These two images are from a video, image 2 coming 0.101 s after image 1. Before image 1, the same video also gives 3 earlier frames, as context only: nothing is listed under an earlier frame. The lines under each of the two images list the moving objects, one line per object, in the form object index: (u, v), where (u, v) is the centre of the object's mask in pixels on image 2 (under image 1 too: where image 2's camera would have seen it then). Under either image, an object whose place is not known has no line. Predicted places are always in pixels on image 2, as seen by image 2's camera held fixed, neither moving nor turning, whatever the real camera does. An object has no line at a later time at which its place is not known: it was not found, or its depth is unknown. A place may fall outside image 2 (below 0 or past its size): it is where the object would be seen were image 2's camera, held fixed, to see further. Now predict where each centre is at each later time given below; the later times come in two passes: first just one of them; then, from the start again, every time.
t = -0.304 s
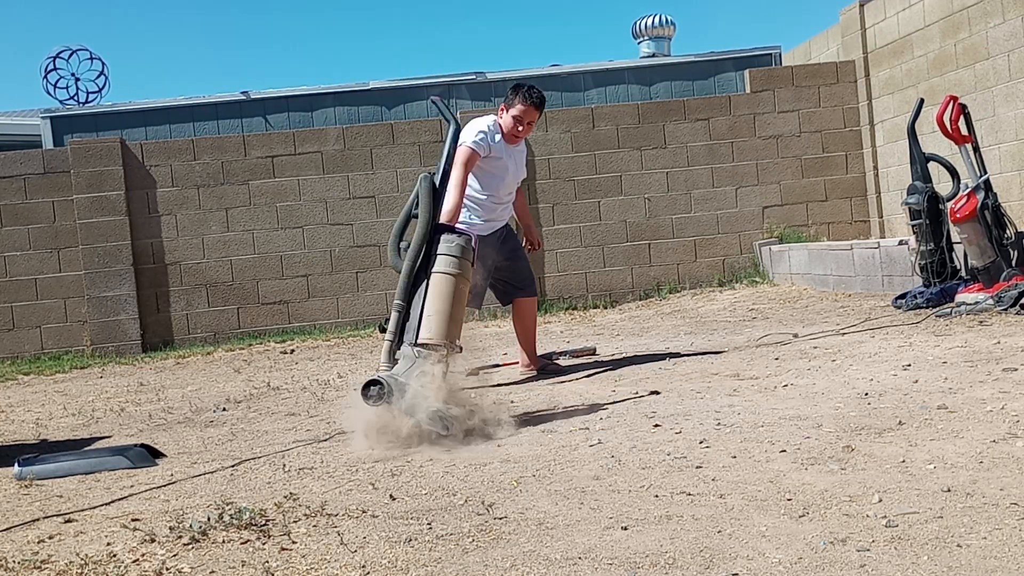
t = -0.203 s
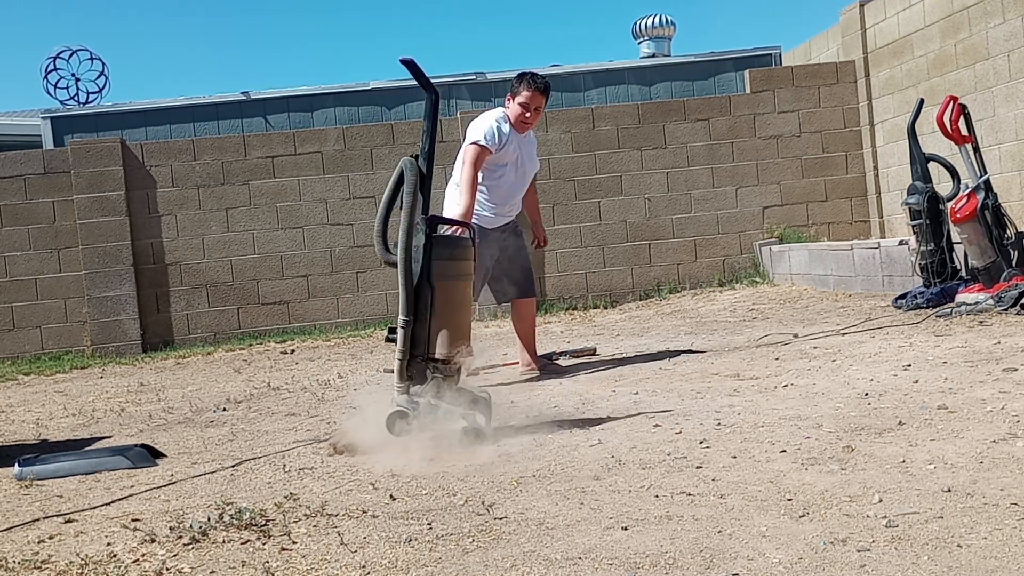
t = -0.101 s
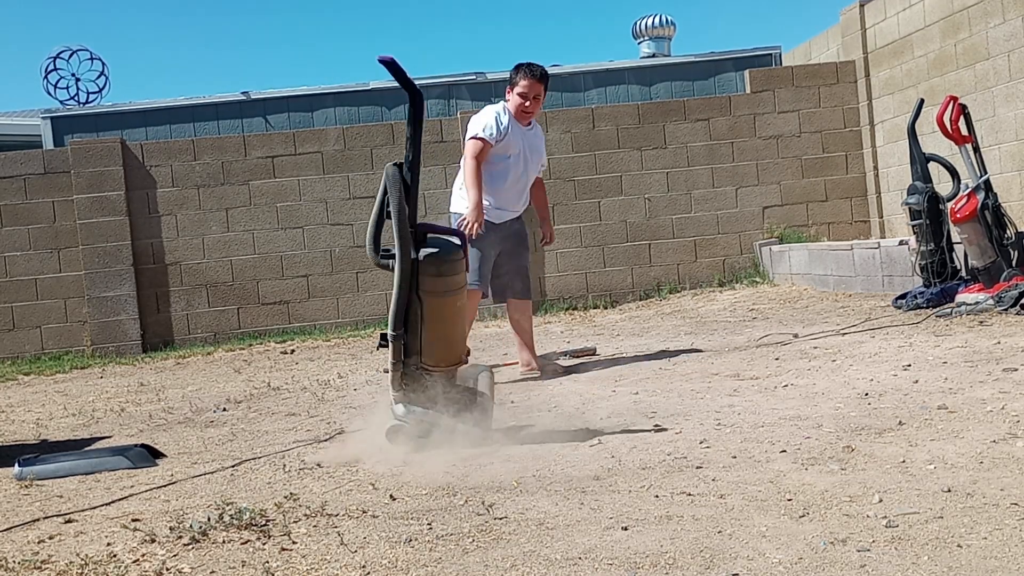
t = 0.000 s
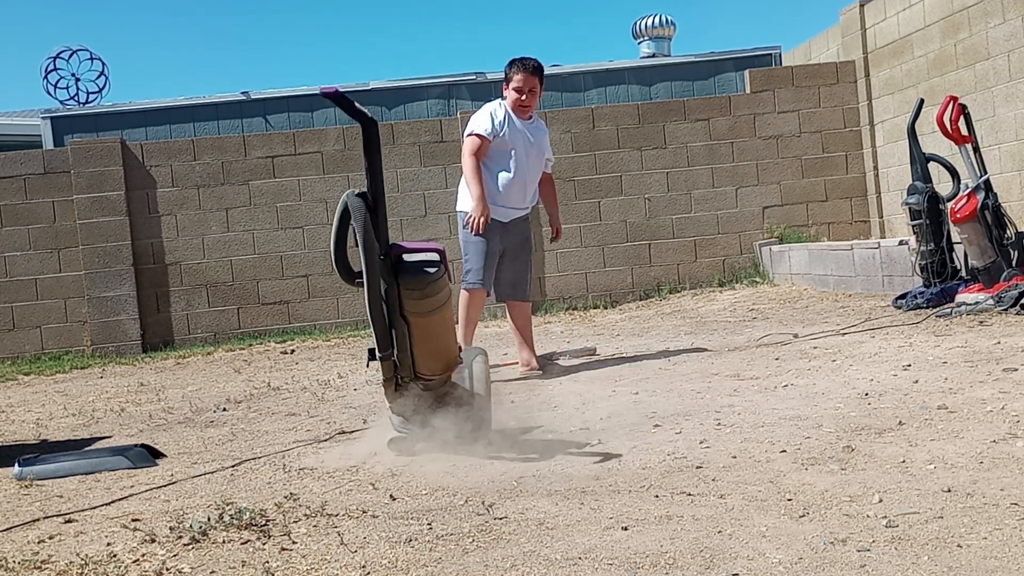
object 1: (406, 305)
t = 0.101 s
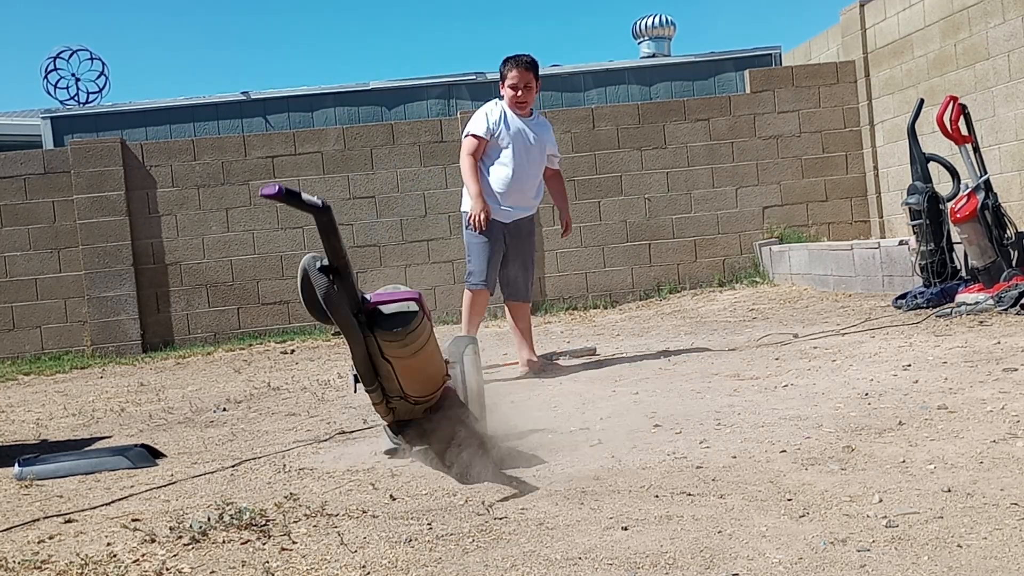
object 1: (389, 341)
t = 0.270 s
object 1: (373, 445)
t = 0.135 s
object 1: (389, 362)
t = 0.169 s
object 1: (385, 383)
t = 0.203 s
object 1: (379, 405)
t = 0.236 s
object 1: (369, 434)
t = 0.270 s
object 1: (373, 445)
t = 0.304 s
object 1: (371, 445)
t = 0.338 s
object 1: (370, 445)
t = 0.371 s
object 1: (377, 444)
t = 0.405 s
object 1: (378, 444)
